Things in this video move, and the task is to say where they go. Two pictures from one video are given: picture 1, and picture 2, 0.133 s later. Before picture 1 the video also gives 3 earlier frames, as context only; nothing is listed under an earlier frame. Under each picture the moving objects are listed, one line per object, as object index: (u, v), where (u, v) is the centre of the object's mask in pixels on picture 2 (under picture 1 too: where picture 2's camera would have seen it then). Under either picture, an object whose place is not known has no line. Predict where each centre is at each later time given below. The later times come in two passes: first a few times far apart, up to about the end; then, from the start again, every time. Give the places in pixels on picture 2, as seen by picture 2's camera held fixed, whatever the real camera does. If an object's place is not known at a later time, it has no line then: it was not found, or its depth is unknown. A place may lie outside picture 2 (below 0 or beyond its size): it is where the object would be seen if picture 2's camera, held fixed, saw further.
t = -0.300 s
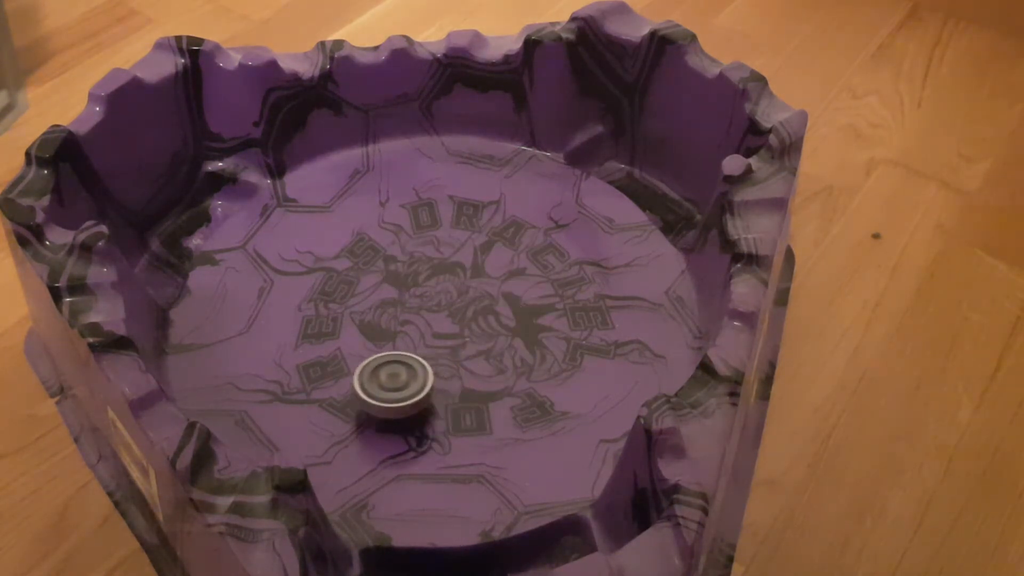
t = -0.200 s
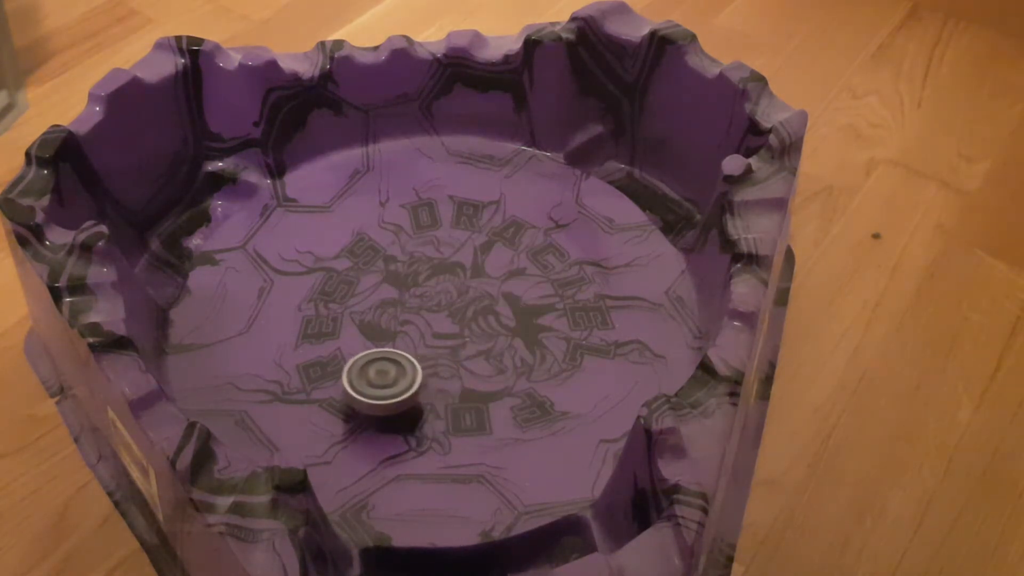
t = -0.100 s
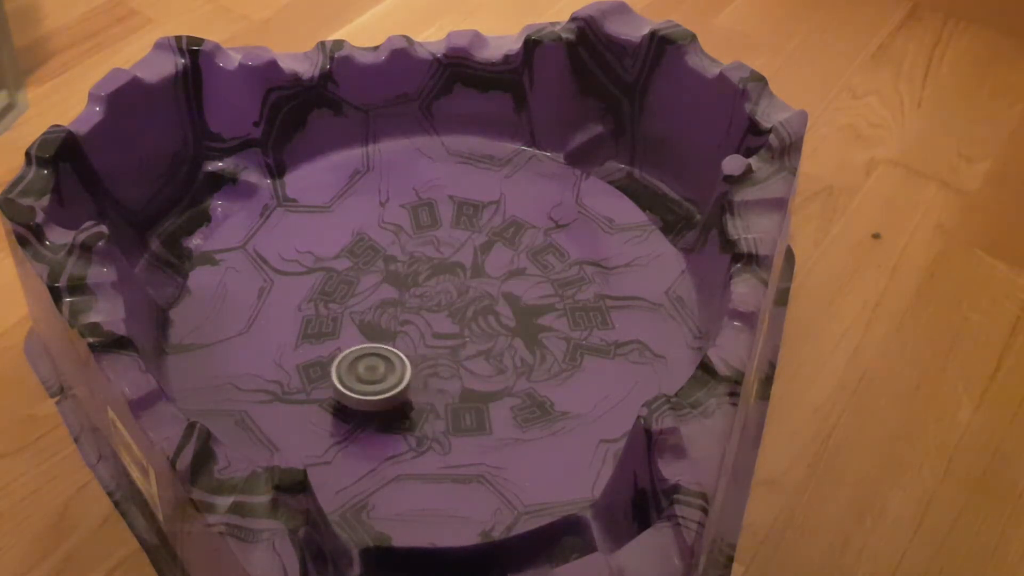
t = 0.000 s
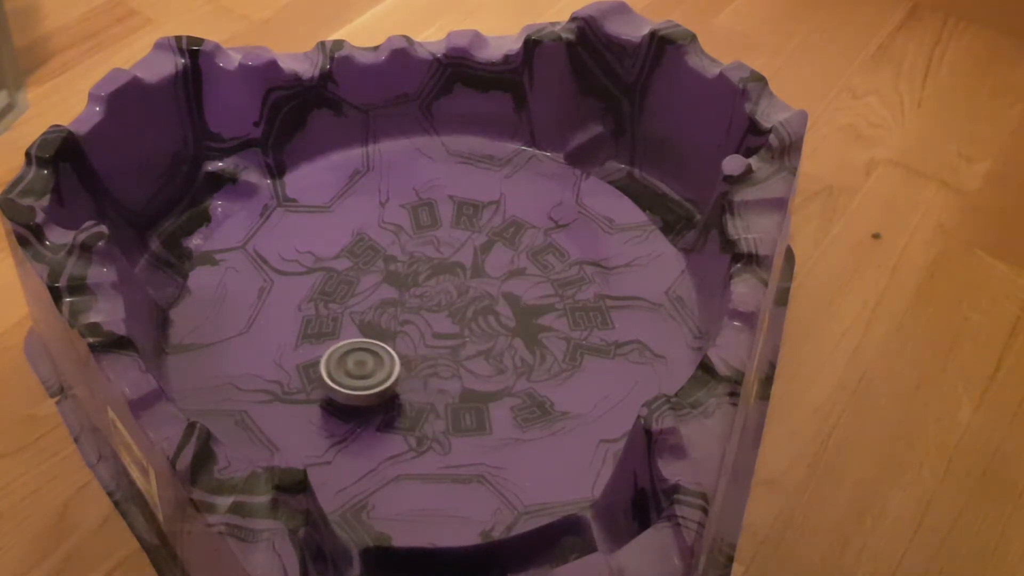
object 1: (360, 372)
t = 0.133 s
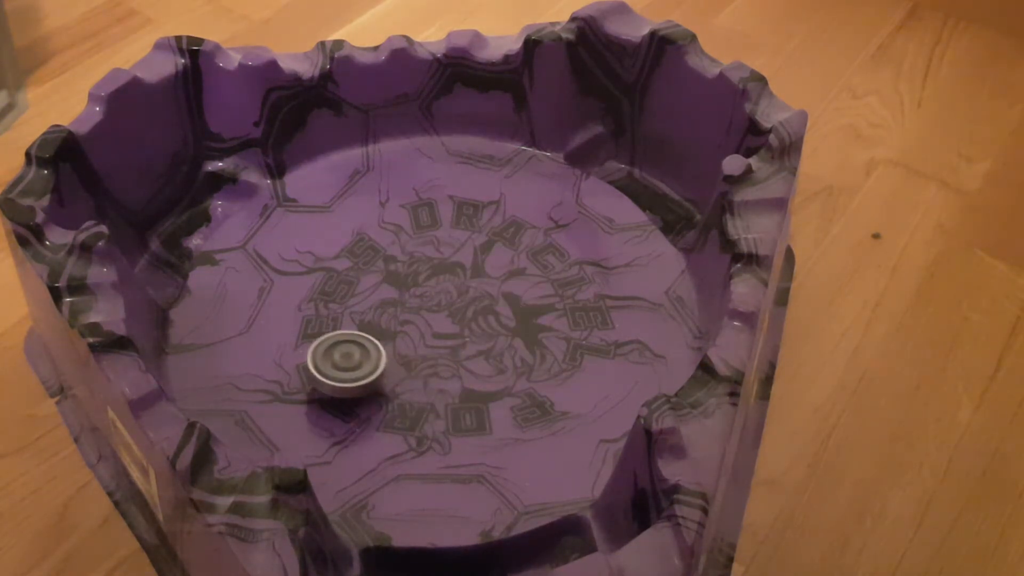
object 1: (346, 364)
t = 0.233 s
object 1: (339, 357)
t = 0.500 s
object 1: (332, 333)
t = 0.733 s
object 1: (341, 309)
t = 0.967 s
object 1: (360, 285)
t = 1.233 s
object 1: (380, 261)
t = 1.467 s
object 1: (398, 246)
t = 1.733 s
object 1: (422, 237)
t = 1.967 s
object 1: (448, 238)
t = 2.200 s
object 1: (475, 245)
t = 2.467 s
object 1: (501, 255)
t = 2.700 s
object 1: (514, 268)
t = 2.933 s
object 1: (512, 287)
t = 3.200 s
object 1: (504, 317)
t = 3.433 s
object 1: (491, 340)
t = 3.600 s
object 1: (484, 352)
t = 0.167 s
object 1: (344, 362)
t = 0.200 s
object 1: (341, 359)
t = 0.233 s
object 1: (339, 357)
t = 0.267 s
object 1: (337, 354)
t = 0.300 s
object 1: (335, 351)
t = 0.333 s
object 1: (334, 348)
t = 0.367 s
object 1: (334, 346)
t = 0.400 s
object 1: (333, 343)
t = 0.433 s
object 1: (332, 340)
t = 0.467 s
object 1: (332, 337)
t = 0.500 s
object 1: (332, 333)
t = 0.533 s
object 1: (332, 330)
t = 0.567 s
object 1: (332, 327)
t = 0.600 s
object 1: (334, 323)
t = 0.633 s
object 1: (335, 319)
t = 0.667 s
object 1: (337, 317)
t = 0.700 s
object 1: (339, 313)
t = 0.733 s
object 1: (341, 309)
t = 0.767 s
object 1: (343, 306)
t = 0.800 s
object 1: (346, 303)
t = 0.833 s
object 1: (348, 299)
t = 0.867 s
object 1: (351, 296)
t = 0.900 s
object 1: (353, 293)
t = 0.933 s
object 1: (357, 289)
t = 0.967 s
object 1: (360, 285)
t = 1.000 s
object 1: (364, 281)
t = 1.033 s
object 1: (367, 278)
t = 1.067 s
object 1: (370, 275)
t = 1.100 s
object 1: (372, 272)
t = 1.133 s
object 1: (374, 268)
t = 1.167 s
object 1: (376, 266)
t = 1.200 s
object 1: (378, 263)
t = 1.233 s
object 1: (380, 261)
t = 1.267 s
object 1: (383, 259)
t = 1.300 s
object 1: (386, 256)
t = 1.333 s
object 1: (388, 254)
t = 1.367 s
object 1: (391, 252)
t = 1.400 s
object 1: (393, 250)
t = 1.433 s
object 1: (396, 248)
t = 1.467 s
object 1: (398, 246)
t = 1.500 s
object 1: (400, 244)
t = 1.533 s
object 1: (403, 243)
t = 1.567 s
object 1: (406, 241)
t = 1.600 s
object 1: (409, 240)
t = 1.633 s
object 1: (412, 238)
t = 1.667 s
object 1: (415, 237)
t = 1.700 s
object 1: (418, 237)
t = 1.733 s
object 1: (422, 237)
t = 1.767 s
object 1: (425, 237)
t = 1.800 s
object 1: (428, 237)
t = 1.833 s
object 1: (432, 237)
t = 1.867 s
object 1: (436, 237)
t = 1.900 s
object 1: (440, 237)
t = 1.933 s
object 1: (444, 238)
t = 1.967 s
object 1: (448, 238)
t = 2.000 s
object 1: (452, 239)
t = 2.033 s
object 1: (456, 240)
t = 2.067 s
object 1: (459, 241)
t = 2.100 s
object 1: (464, 242)
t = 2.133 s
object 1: (468, 242)
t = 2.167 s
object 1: (471, 244)
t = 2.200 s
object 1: (475, 245)
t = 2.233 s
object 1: (479, 246)
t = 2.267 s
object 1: (483, 248)
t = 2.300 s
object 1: (486, 249)
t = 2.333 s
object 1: (490, 250)
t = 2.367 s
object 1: (493, 252)
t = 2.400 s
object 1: (496, 253)
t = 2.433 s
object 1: (498, 254)
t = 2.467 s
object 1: (501, 255)
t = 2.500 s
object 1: (503, 257)
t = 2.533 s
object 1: (505, 258)
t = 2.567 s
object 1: (507, 260)
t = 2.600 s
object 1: (508, 262)
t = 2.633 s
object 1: (510, 263)
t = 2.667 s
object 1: (512, 265)
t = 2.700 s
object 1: (514, 268)
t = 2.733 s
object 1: (514, 270)
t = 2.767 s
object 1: (514, 272)
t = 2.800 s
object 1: (514, 274)
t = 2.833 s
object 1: (514, 278)
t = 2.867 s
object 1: (514, 281)
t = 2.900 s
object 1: (513, 284)
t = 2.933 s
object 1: (512, 287)
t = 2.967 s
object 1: (511, 291)
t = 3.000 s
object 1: (510, 295)
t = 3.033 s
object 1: (509, 298)
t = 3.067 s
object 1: (509, 302)
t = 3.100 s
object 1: (508, 305)
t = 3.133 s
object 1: (507, 309)
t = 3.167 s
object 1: (506, 312)
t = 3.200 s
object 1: (504, 317)
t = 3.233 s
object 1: (503, 320)
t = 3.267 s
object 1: (501, 323)
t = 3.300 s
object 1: (499, 327)
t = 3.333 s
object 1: (496, 331)
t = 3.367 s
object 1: (495, 334)
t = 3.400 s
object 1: (493, 337)
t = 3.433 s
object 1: (491, 340)
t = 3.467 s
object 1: (490, 343)
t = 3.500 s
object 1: (489, 345)
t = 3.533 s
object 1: (487, 348)
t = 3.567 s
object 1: (486, 350)
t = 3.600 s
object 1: (484, 352)
